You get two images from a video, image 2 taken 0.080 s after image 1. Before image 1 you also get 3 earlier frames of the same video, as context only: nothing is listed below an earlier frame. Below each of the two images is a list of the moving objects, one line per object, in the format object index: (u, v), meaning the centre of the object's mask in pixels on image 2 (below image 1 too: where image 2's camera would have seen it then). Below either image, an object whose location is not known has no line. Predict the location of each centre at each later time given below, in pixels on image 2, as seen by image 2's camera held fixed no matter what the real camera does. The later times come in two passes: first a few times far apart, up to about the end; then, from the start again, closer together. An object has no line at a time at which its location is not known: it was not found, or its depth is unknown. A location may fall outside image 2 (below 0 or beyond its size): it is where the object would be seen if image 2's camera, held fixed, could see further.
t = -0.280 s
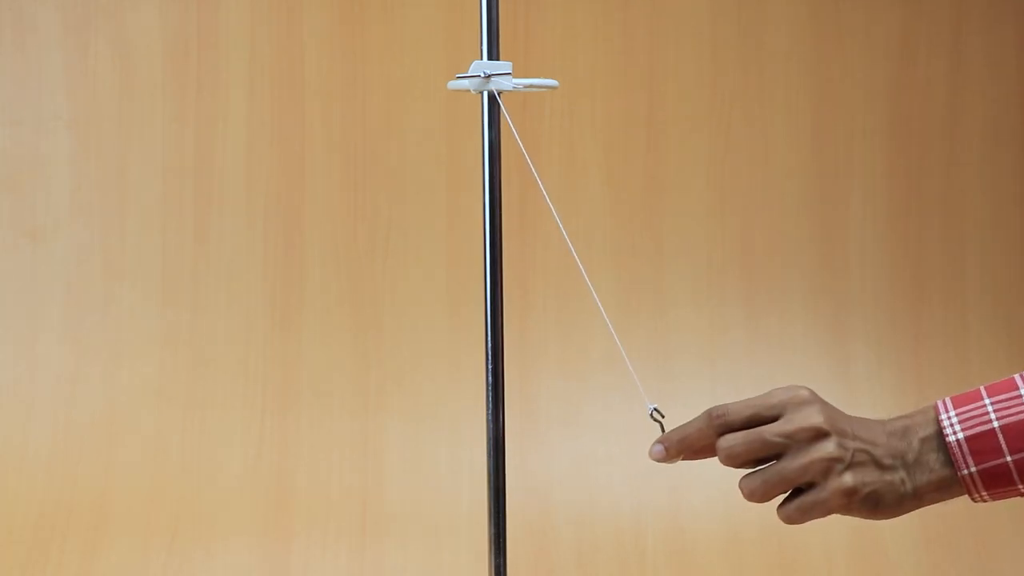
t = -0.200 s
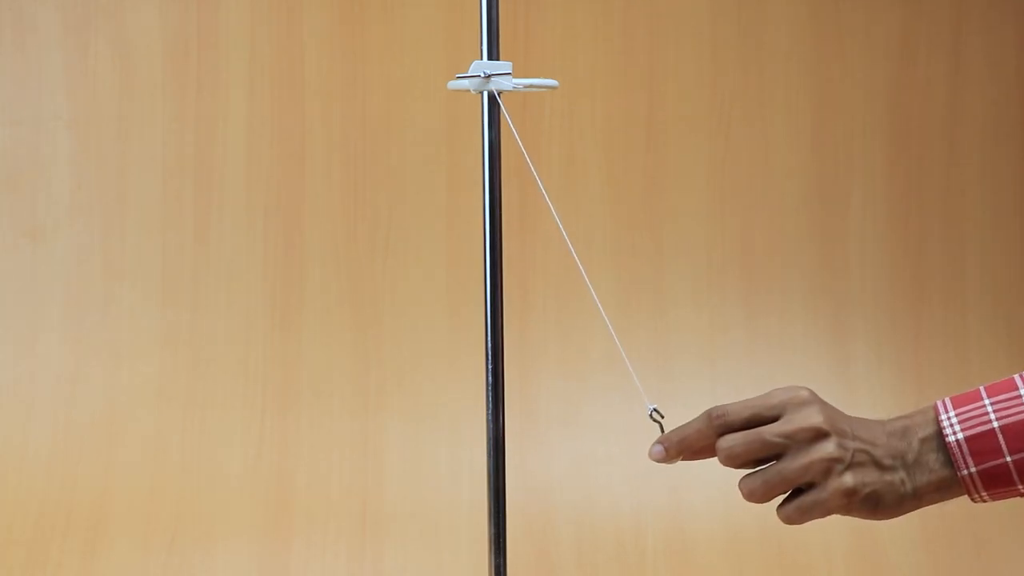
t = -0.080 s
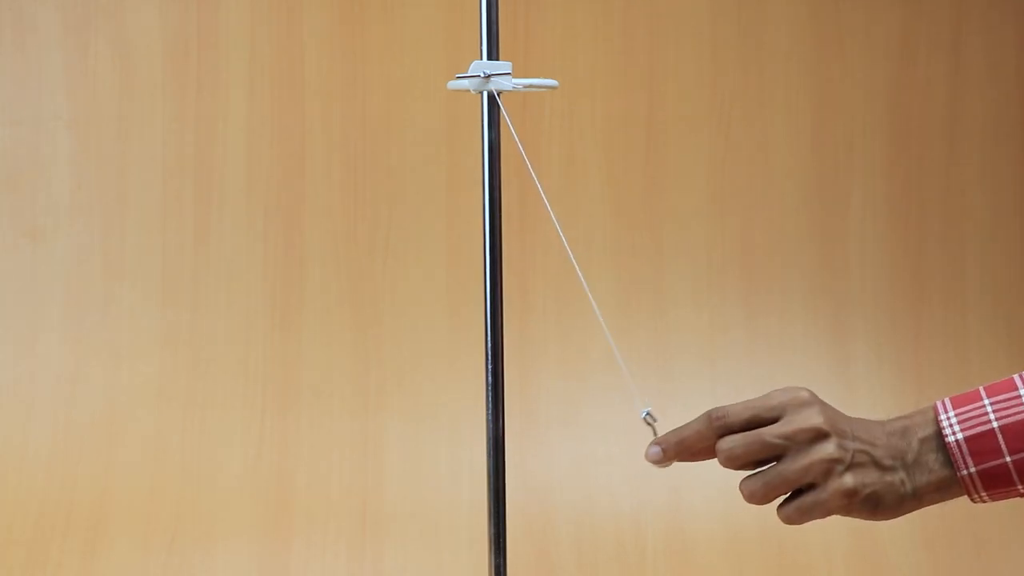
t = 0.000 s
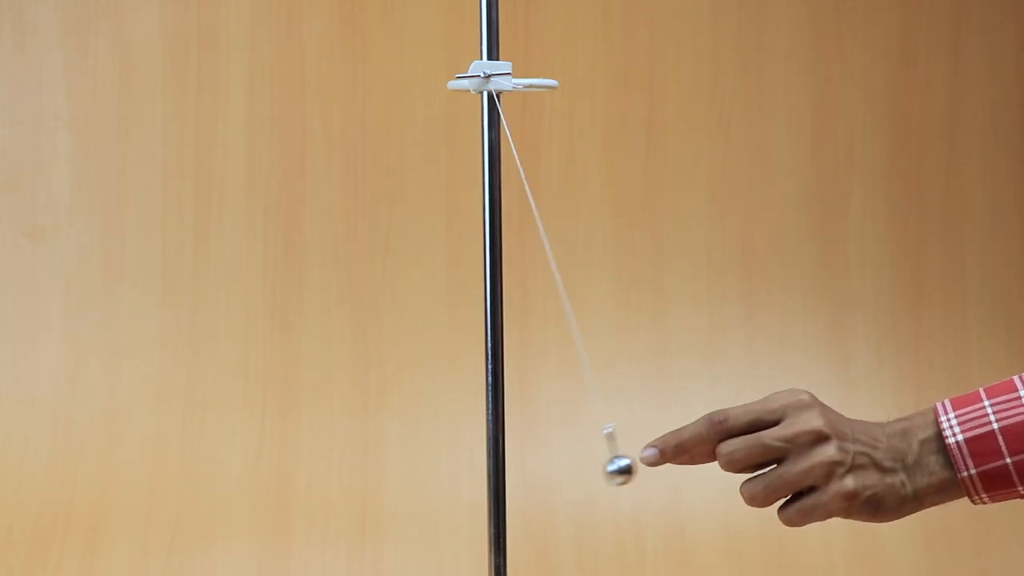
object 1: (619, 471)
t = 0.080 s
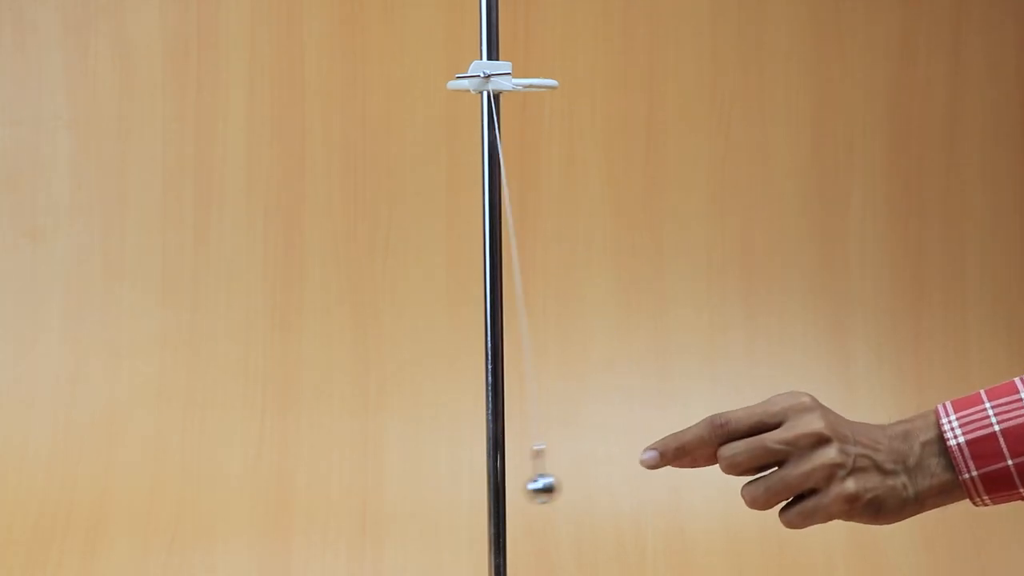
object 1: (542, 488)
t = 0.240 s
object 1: (367, 474)
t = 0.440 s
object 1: (318, 454)
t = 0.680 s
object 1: (543, 486)
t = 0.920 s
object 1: (663, 454)
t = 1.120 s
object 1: (501, 494)
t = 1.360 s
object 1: (309, 450)
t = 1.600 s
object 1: (445, 486)
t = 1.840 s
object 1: (659, 455)
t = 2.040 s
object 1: (593, 480)
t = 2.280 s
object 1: (346, 466)
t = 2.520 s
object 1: (363, 471)
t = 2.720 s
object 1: (574, 485)
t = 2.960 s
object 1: (652, 463)
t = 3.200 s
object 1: (421, 490)
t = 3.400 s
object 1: (311, 450)
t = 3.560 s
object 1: (395, 479)
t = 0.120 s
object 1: (496, 493)
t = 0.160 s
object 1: (448, 490)
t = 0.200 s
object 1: (405, 485)
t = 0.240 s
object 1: (367, 474)
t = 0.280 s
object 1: (337, 463)
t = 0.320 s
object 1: (317, 455)
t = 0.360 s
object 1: (307, 450)
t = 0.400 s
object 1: (307, 450)
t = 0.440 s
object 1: (318, 454)
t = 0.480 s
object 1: (338, 462)
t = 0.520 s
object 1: (369, 472)
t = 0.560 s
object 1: (407, 481)
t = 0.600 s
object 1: (451, 487)
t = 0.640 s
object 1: (498, 490)
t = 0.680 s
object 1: (543, 486)
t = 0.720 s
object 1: (584, 479)
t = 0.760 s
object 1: (618, 469)
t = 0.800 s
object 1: (644, 460)
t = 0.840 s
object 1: (661, 453)
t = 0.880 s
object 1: (667, 451)
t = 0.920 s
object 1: (663, 454)
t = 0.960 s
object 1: (648, 461)
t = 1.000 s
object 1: (623, 471)
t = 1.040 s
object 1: (589, 481)
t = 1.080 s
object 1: (548, 490)
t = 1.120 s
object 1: (501, 494)
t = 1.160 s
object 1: (455, 491)
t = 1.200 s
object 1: (410, 485)
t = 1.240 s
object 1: (372, 476)
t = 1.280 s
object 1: (341, 465)
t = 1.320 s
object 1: (320, 456)
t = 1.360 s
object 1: (309, 450)
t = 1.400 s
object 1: (308, 449)
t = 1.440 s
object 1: (317, 453)
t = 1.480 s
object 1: (337, 461)
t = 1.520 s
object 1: (365, 470)
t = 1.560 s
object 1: (402, 480)
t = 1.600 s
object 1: (445, 486)
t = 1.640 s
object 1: (492, 489)
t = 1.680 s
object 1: (537, 486)
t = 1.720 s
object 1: (579, 480)
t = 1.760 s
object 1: (614, 471)
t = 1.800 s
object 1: (642, 462)
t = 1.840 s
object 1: (659, 455)
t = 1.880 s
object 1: (666, 452)
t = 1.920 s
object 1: (664, 454)
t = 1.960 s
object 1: (650, 461)
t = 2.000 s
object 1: (626, 470)
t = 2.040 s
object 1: (593, 480)
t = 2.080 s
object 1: (553, 489)
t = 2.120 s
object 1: (507, 493)
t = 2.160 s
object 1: (461, 492)
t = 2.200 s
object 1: (416, 486)
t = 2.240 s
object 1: (377, 477)
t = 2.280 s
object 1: (346, 466)
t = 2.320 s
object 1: (324, 456)
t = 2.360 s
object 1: (311, 450)
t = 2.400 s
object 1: (309, 451)
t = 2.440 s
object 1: (317, 455)
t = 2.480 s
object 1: (335, 461)
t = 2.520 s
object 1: (363, 471)
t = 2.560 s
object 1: (398, 482)
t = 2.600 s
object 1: (441, 489)
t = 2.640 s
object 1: (487, 492)
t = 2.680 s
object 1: (531, 491)
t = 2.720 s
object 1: (574, 485)
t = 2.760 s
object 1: (610, 476)
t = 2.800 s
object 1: (638, 467)
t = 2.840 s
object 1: (657, 459)
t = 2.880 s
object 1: (666, 456)
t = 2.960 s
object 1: (652, 463)
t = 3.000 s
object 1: (629, 472)
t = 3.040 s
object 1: (597, 483)
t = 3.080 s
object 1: (557, 492)
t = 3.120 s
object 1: (511, 495)
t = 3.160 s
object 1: (466, 495)
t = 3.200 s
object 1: (421, 490)
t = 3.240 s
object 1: (382, 481)
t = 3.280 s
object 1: (350, 470)
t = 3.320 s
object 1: (327, 460)
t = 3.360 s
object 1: (314, 453)
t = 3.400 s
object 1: (311, 450)
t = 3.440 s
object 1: (318, 453)
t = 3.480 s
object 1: (334, 460)
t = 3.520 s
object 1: (360, 469)
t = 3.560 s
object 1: (395, 479)
